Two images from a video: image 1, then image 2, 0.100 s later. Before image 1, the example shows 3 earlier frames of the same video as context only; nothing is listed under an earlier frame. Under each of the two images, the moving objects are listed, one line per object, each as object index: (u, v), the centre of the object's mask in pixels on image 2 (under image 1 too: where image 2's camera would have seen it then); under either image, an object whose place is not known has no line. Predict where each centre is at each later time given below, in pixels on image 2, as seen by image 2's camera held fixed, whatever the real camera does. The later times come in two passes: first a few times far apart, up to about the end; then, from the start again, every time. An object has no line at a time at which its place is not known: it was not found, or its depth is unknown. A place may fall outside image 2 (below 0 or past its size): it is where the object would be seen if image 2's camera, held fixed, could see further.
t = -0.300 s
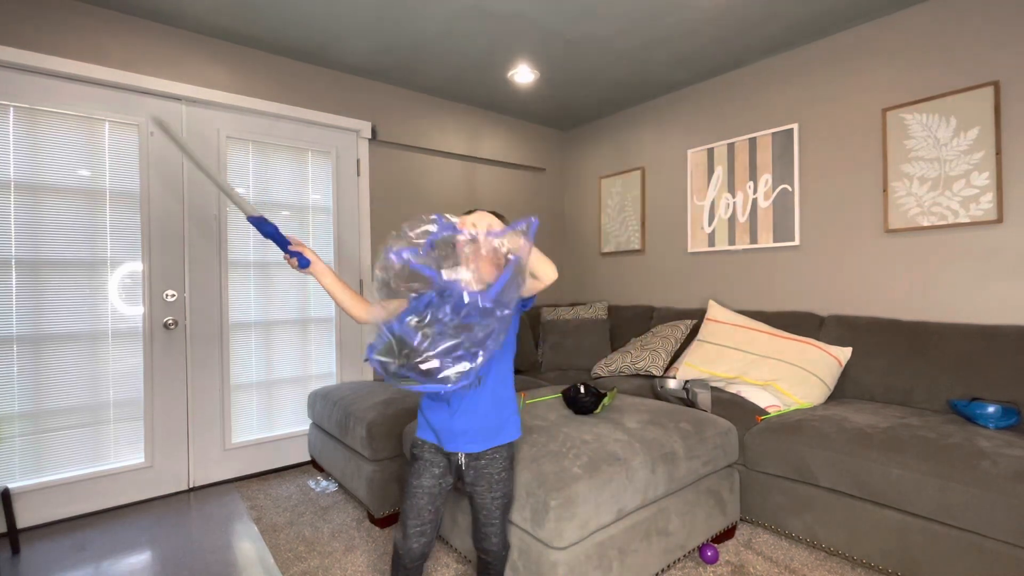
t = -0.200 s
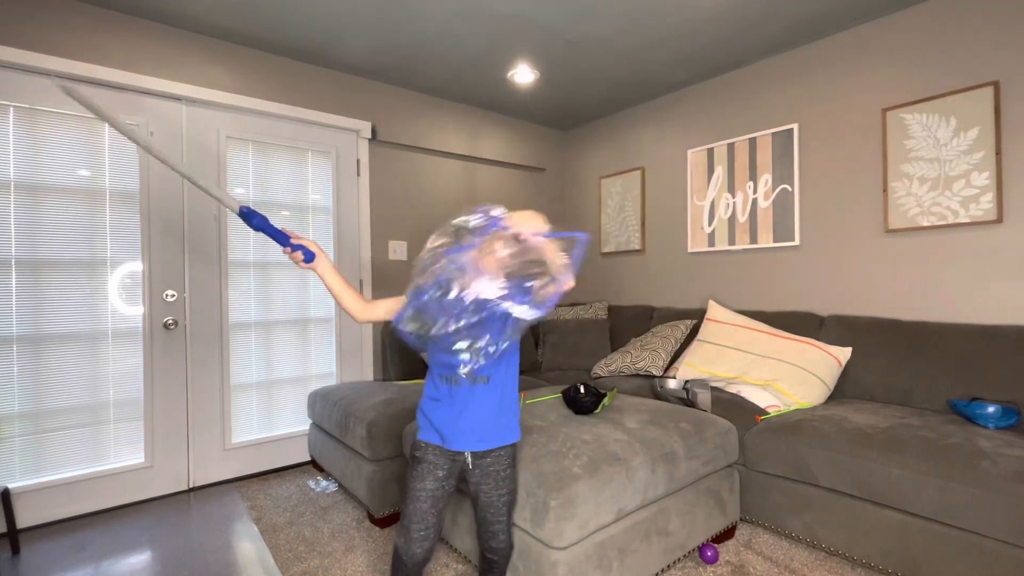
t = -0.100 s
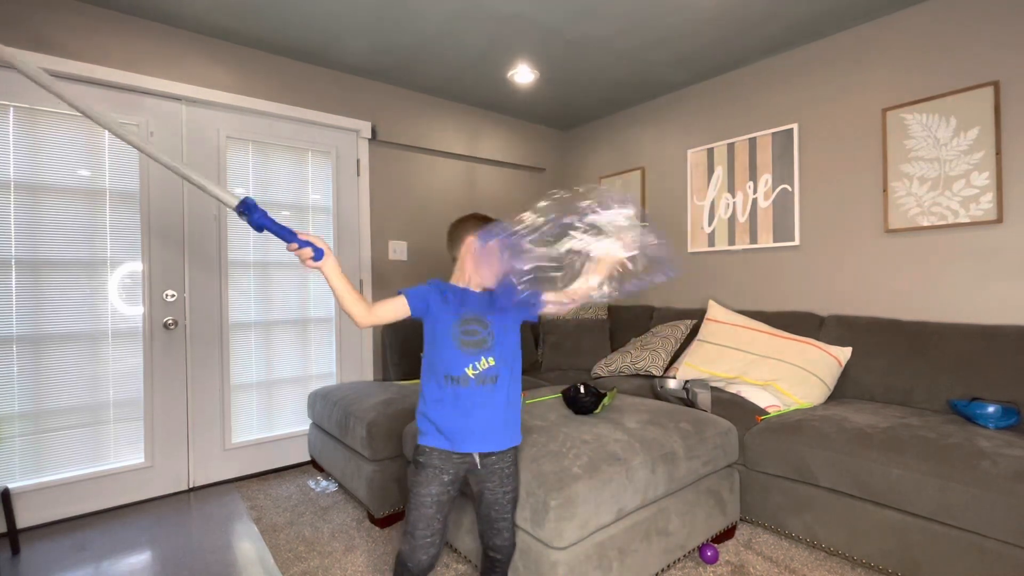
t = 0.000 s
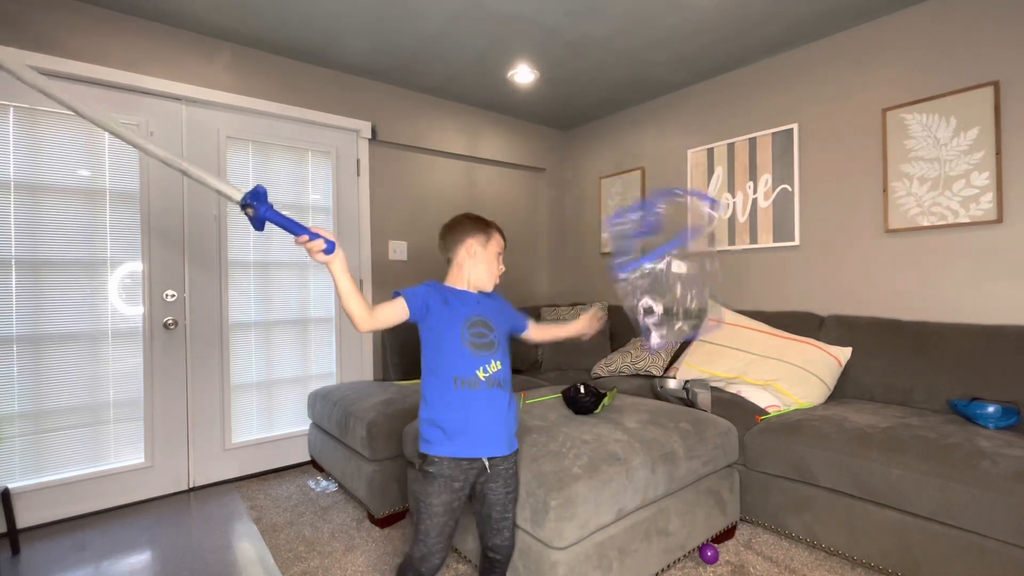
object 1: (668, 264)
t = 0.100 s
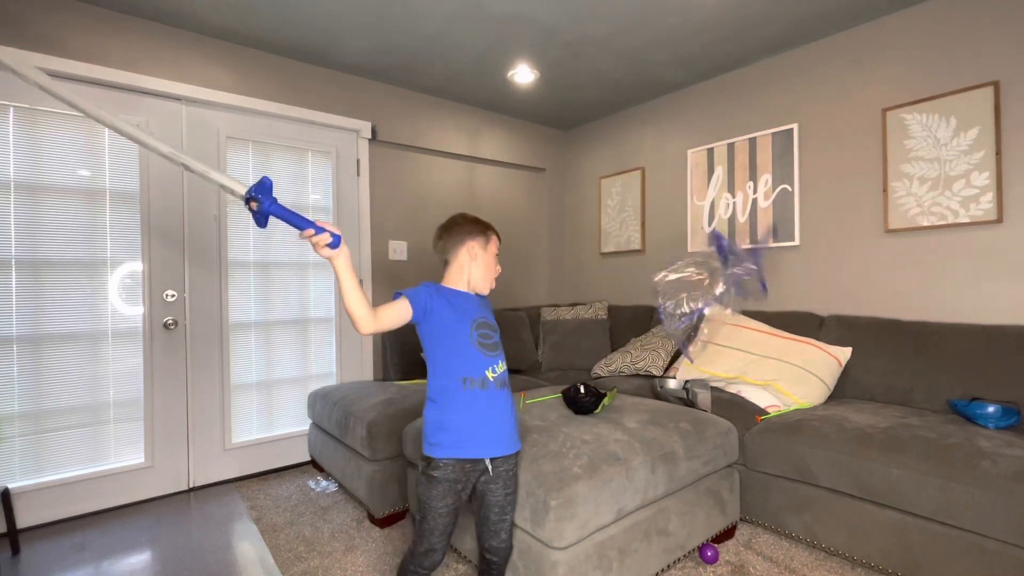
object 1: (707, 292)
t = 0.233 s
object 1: (740, 319)
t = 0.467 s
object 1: (776, 314)
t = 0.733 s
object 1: (813, 347)
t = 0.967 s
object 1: (857, 373)
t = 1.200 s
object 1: (895, 376)
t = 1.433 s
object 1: (931, 393)
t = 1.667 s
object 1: (942, 394)
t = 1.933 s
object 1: (941, 396)
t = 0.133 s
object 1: (719, 298)
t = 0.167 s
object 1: (726, 304)
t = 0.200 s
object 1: (733, 310)
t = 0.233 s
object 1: (740, 319)
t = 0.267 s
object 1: (745, 329)
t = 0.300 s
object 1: (757, 329)
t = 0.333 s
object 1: (762, 324)
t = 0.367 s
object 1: (765, 320)
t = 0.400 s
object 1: (767, 317)
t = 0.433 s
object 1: (773, 315)
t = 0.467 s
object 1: (776, 314)
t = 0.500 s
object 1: (780, 315)
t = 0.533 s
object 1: (782, 318)
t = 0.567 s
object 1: (787, 321)
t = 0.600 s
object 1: (792, 324)
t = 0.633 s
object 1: (799, 327)
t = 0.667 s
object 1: (803, 330)
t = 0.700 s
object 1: (807, 340)
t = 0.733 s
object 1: (813, 347)
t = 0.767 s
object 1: (818, 355)
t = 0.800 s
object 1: (820, 360)
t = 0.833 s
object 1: (830, 367)
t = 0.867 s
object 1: (839, 371)
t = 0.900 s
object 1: (846, 372)
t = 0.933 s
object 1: (851, 372)
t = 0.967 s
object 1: (857, 373)
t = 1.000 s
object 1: (863, 372)
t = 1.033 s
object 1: (871, 373)
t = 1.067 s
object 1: (876, 373)
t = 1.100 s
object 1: (881, 374)
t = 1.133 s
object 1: (885, 375)
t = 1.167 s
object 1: (891, 376)
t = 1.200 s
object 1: (895, 376)
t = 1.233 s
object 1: (900, 378)
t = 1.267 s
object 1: (906, 380)
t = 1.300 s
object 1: (919, 386)
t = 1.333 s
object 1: (923, 388)
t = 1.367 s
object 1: (925, 389)
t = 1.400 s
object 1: (928, 391)
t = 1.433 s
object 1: (931, 393)
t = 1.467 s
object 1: (934, 393)
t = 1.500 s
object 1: (938, 392)
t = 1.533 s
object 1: (937, 392)
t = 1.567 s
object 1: (938, 393)
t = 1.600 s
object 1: (940, 395)
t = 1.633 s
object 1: (941, 395)
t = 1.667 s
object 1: (942, 394)
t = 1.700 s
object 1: (942, 395)
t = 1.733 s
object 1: (943, 395)
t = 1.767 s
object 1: (943, 395)
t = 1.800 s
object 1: (942, 395)
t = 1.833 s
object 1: (942, 395)
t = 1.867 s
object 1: (942, 395)
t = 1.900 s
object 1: (941, 395)
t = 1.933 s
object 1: (941, 396)
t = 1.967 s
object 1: (940, 396)
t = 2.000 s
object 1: (939, 396)
